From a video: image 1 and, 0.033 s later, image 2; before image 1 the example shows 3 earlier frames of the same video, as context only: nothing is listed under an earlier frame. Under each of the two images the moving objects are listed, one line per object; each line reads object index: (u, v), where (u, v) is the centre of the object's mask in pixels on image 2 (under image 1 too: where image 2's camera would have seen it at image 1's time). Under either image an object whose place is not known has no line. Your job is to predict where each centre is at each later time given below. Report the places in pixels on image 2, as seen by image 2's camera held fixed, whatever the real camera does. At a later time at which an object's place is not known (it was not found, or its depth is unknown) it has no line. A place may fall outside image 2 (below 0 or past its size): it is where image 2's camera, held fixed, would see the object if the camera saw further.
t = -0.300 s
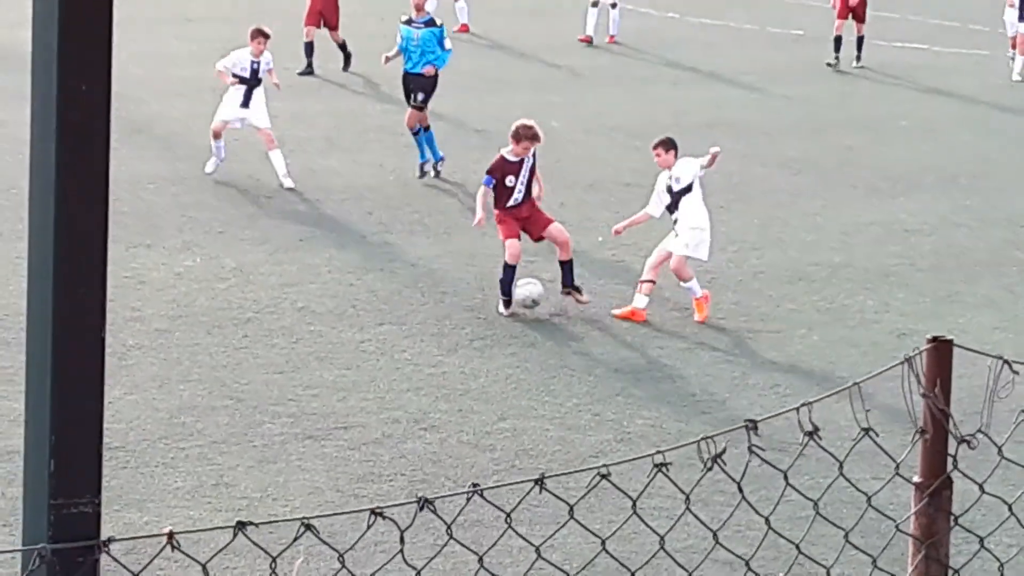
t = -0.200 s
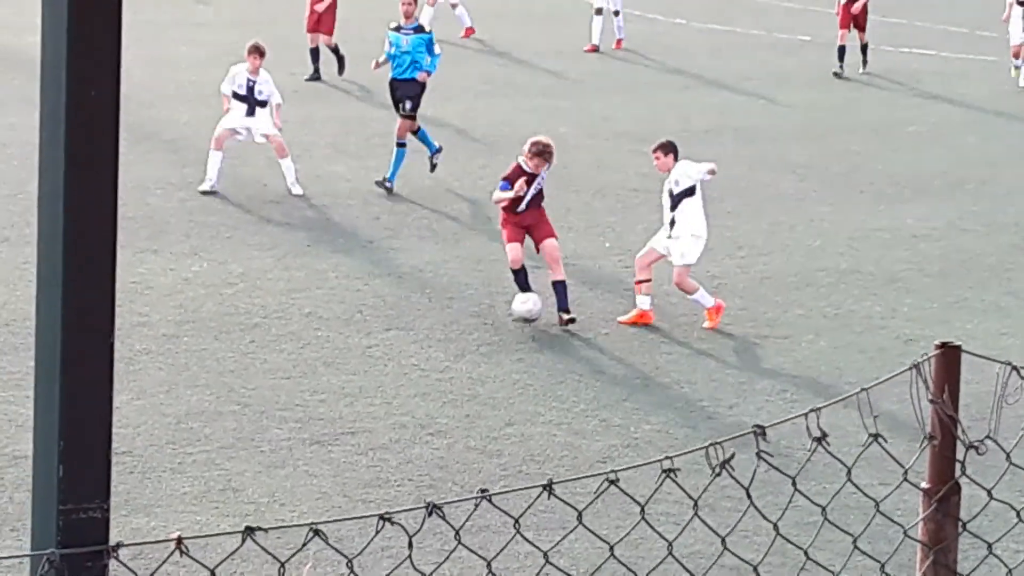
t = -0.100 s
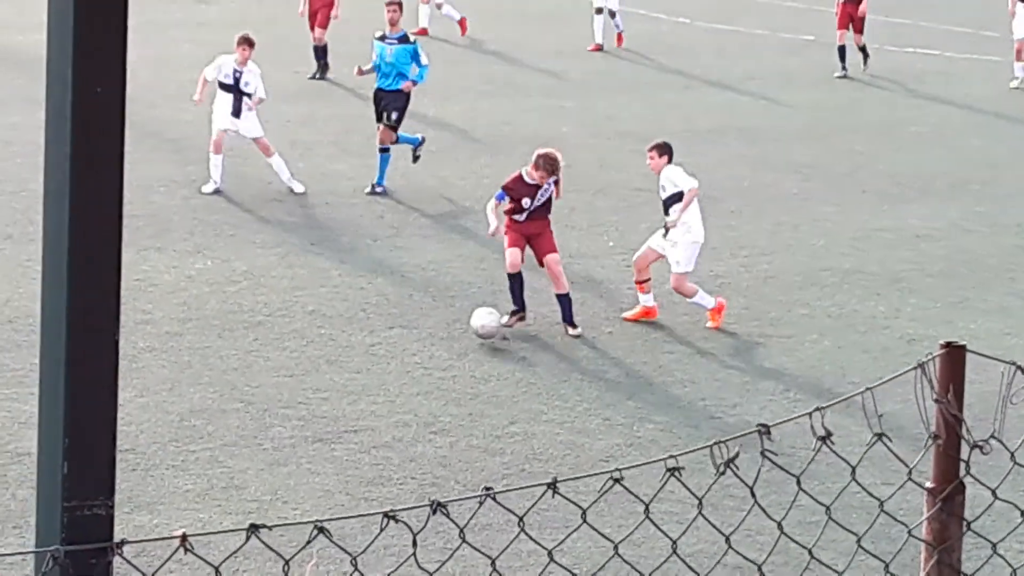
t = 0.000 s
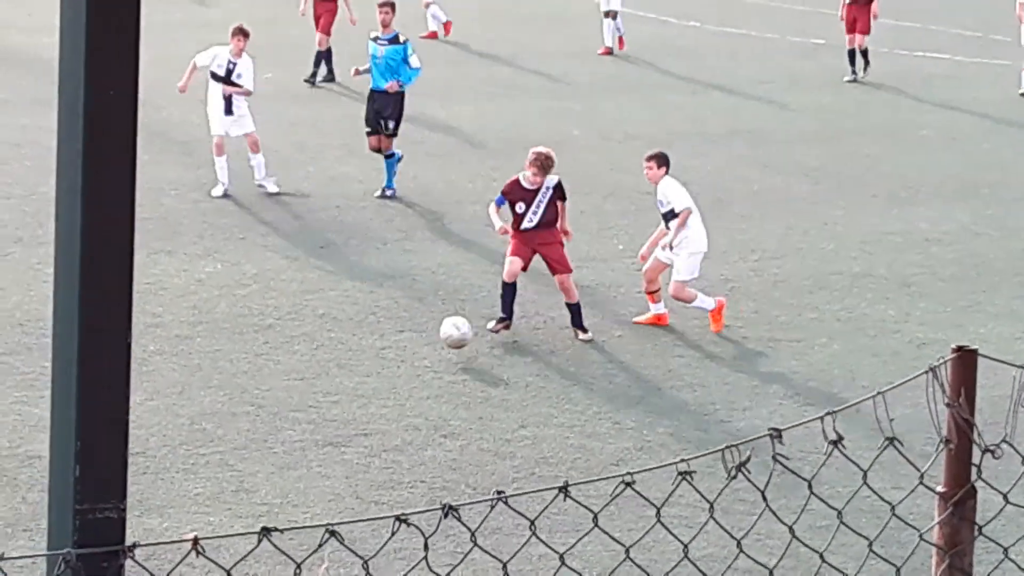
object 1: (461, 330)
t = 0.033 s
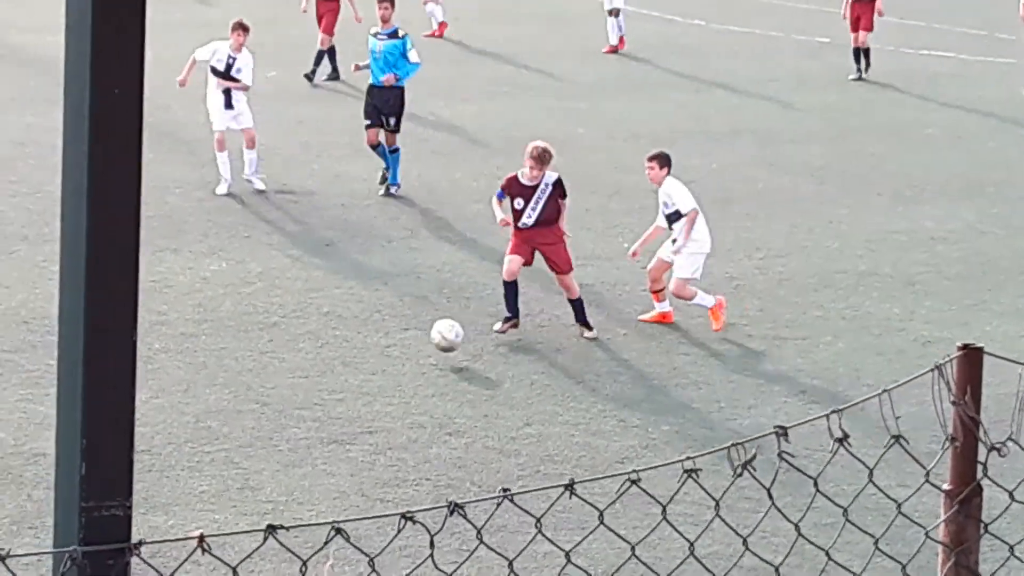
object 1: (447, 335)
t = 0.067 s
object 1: (432, 342)
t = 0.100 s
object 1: (418, 350)
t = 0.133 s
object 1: (405, 357)
